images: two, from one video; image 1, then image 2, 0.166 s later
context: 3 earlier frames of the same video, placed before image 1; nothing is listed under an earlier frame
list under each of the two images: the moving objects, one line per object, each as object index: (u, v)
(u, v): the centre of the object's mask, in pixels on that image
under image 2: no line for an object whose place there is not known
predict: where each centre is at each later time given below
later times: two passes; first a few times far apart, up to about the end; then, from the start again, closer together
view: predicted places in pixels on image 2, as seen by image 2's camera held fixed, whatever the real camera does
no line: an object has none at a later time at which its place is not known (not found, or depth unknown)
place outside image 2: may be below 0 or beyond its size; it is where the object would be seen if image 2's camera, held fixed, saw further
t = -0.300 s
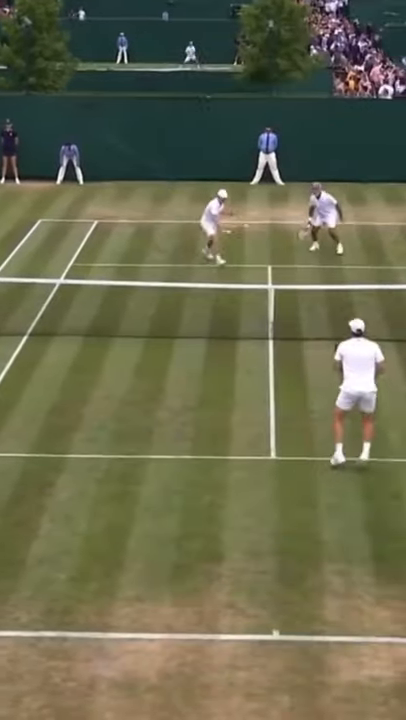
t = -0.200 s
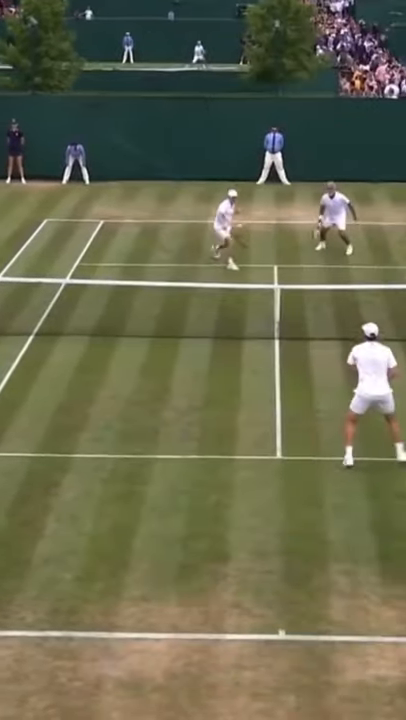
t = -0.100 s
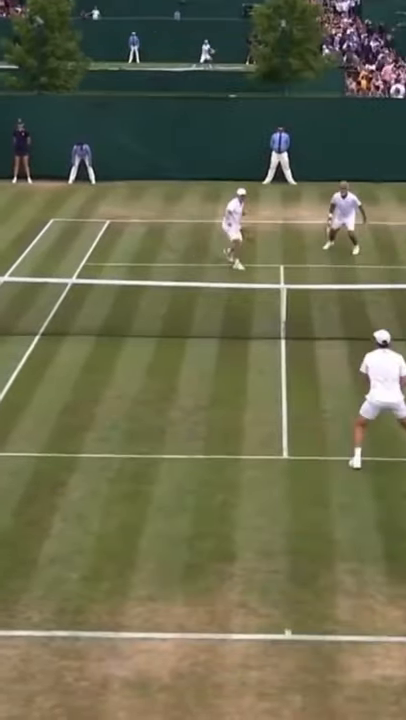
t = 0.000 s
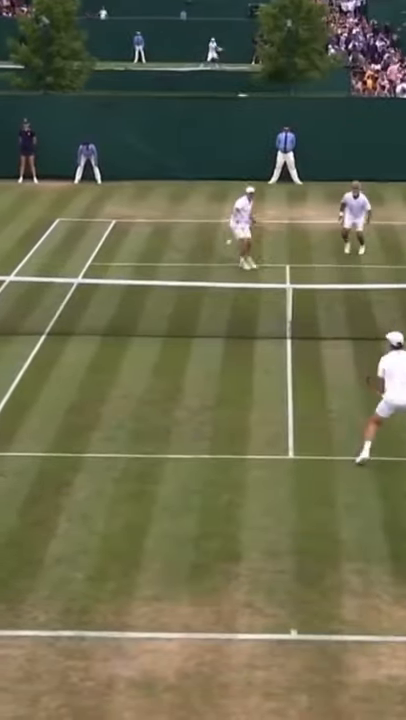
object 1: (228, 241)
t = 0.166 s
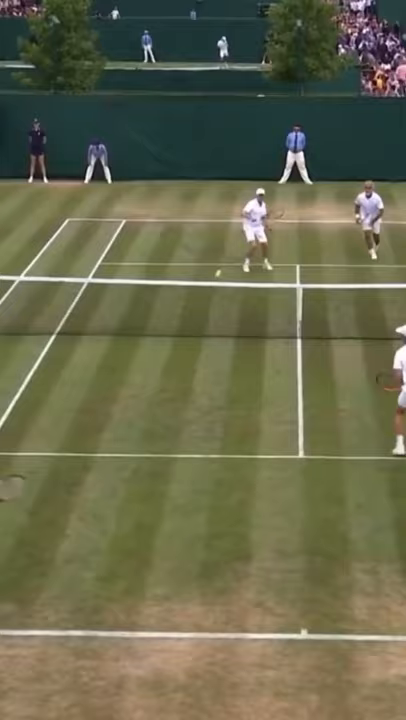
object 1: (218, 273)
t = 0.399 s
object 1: (180, 361)
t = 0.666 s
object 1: (127, 538)
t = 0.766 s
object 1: (118, 534)
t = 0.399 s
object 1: (180, 361)
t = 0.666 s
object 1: (127, 538)
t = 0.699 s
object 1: (126, 538)
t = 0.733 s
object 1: (123, 535)
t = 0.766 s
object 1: (118, 534)
